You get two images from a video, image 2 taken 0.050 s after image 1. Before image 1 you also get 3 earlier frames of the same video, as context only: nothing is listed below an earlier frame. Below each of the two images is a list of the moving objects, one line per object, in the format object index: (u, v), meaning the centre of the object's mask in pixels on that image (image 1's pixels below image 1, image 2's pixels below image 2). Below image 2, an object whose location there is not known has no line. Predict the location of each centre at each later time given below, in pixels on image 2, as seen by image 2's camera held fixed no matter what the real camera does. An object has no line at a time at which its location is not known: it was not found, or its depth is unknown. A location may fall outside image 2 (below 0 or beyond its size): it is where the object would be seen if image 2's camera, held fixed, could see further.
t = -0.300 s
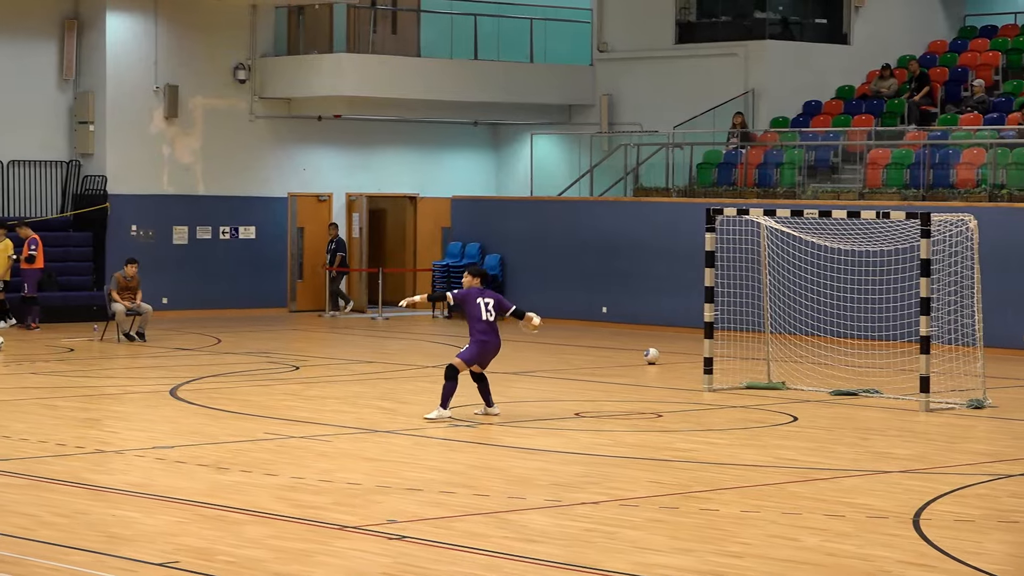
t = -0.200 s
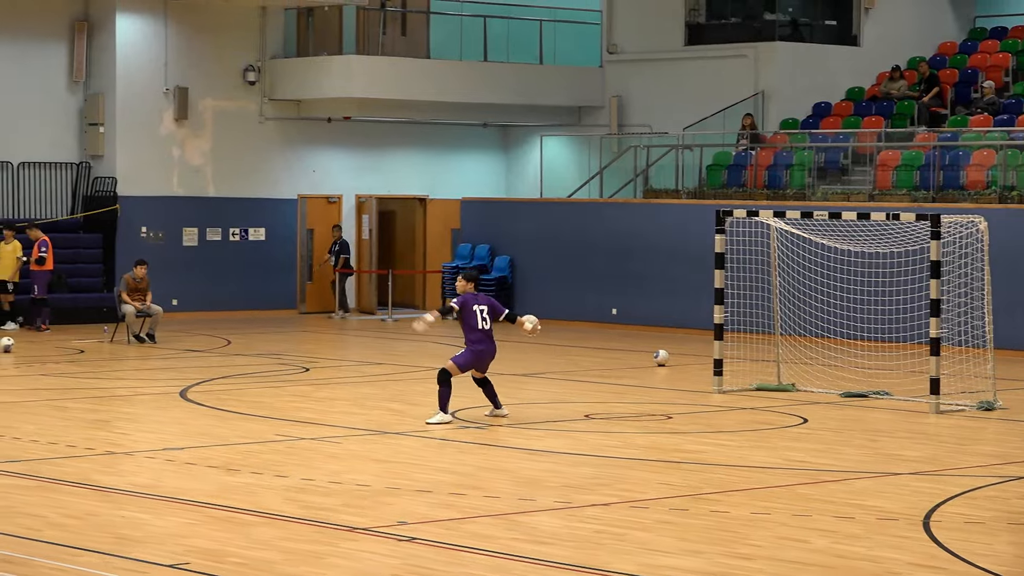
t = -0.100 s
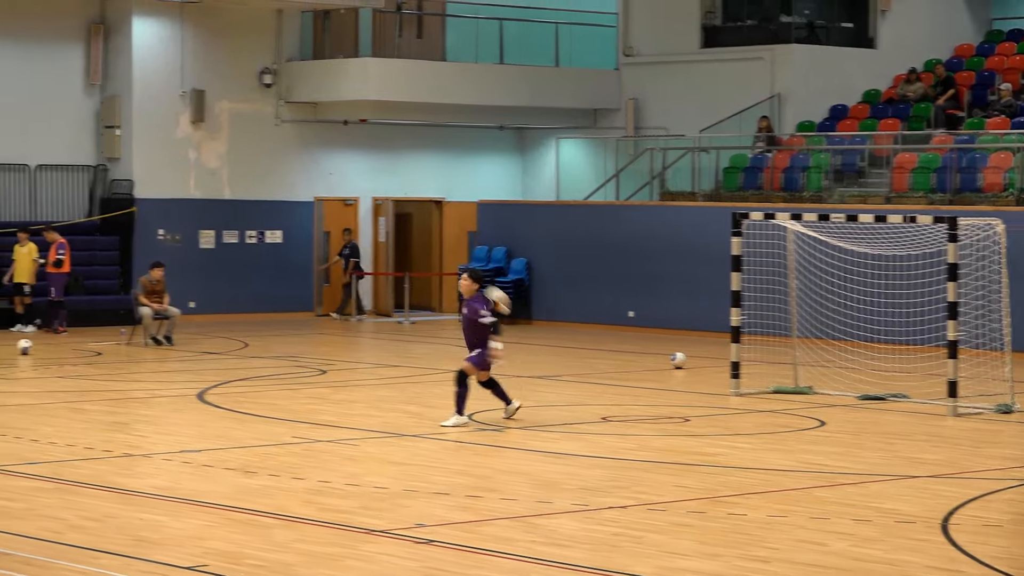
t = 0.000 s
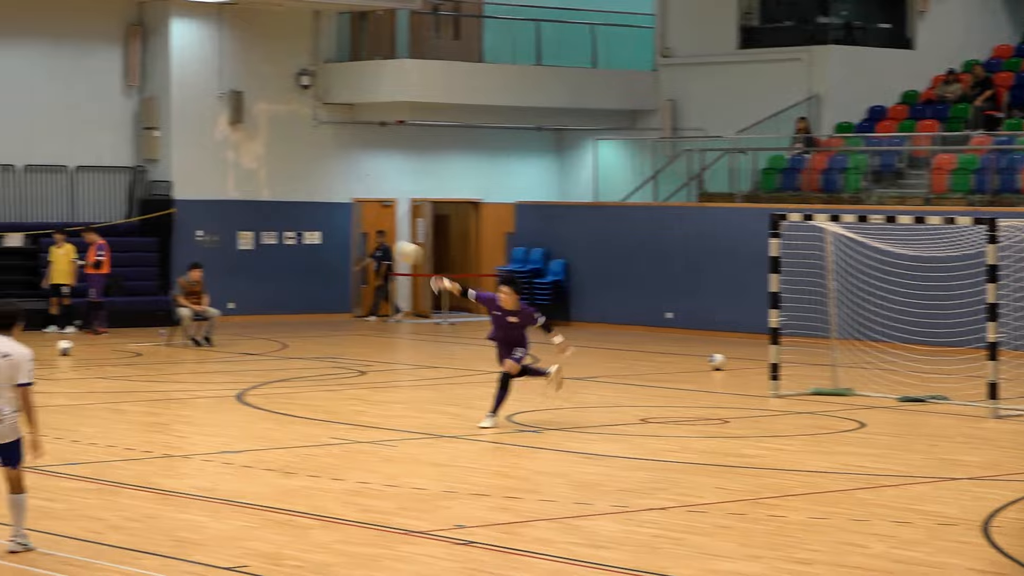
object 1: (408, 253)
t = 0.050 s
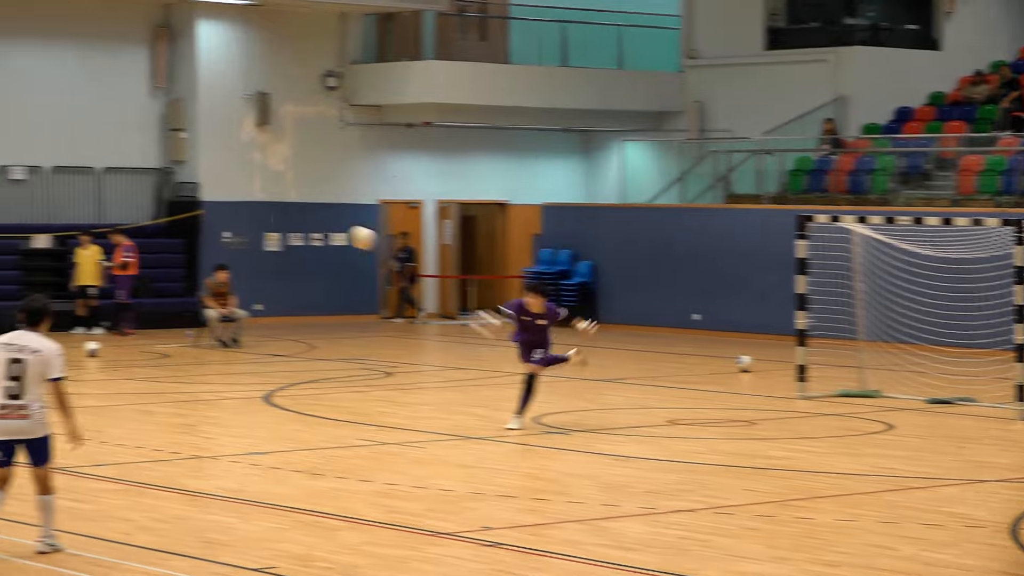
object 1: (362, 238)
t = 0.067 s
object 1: (341, 233)
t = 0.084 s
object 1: (320, 227)
